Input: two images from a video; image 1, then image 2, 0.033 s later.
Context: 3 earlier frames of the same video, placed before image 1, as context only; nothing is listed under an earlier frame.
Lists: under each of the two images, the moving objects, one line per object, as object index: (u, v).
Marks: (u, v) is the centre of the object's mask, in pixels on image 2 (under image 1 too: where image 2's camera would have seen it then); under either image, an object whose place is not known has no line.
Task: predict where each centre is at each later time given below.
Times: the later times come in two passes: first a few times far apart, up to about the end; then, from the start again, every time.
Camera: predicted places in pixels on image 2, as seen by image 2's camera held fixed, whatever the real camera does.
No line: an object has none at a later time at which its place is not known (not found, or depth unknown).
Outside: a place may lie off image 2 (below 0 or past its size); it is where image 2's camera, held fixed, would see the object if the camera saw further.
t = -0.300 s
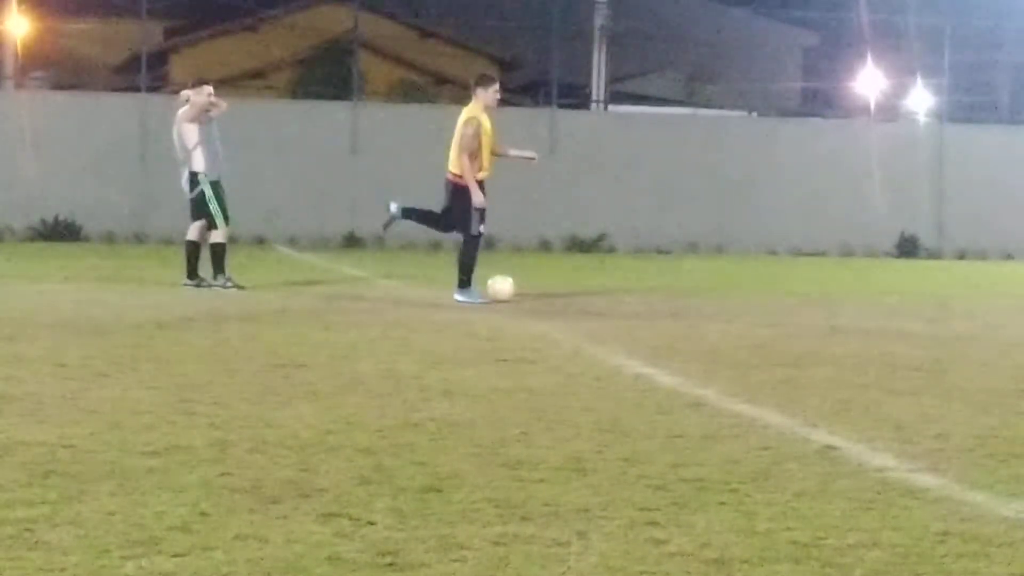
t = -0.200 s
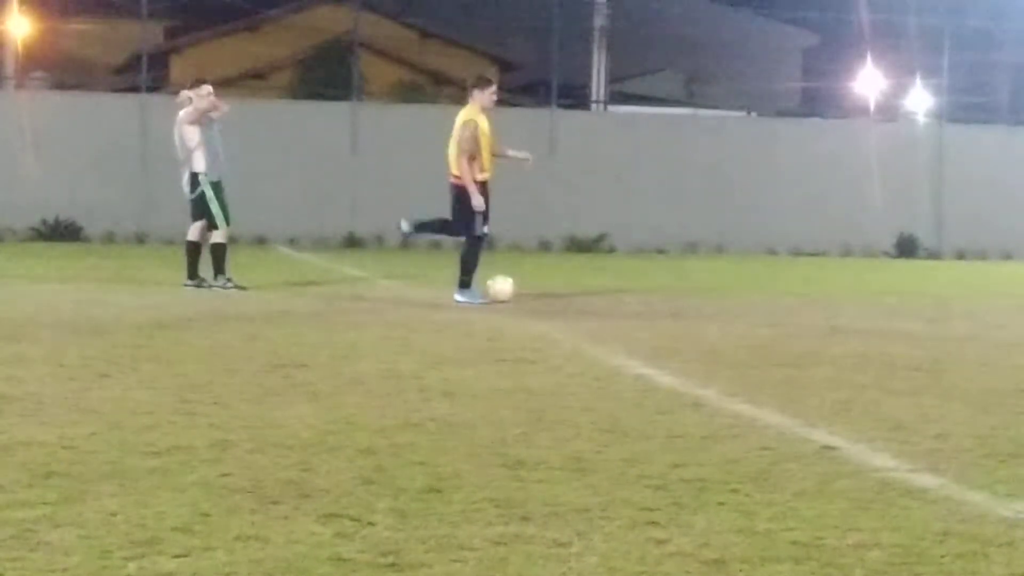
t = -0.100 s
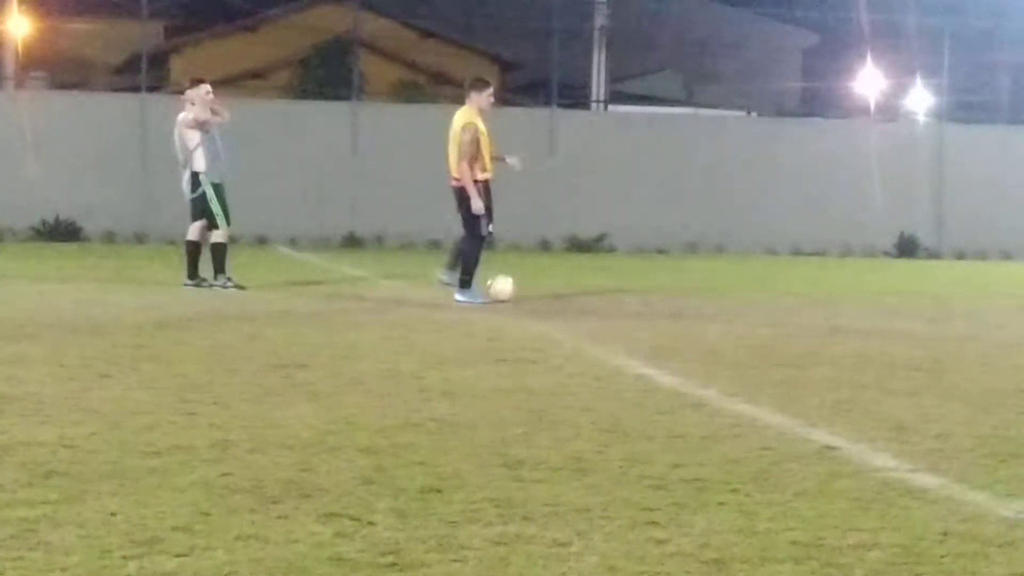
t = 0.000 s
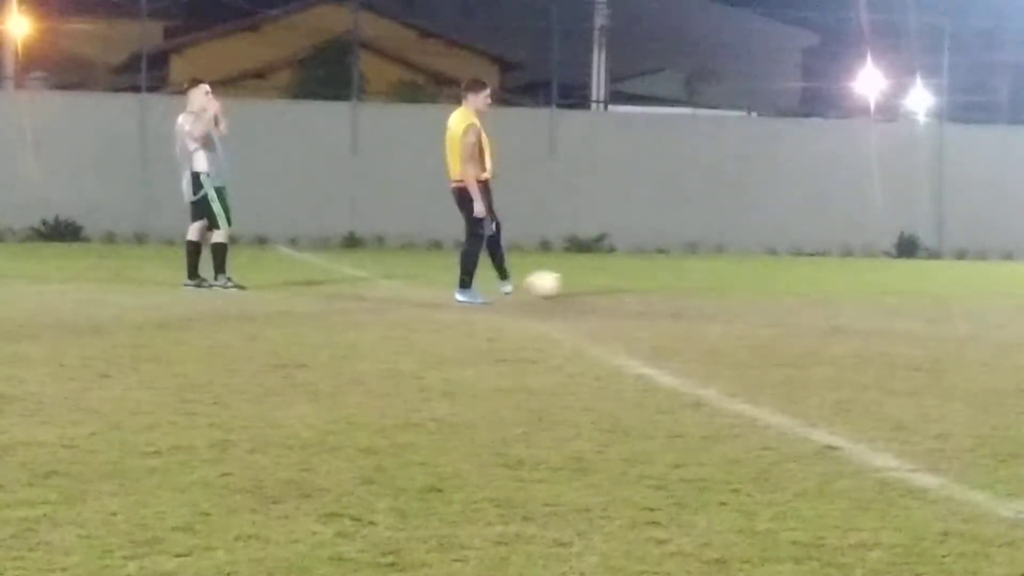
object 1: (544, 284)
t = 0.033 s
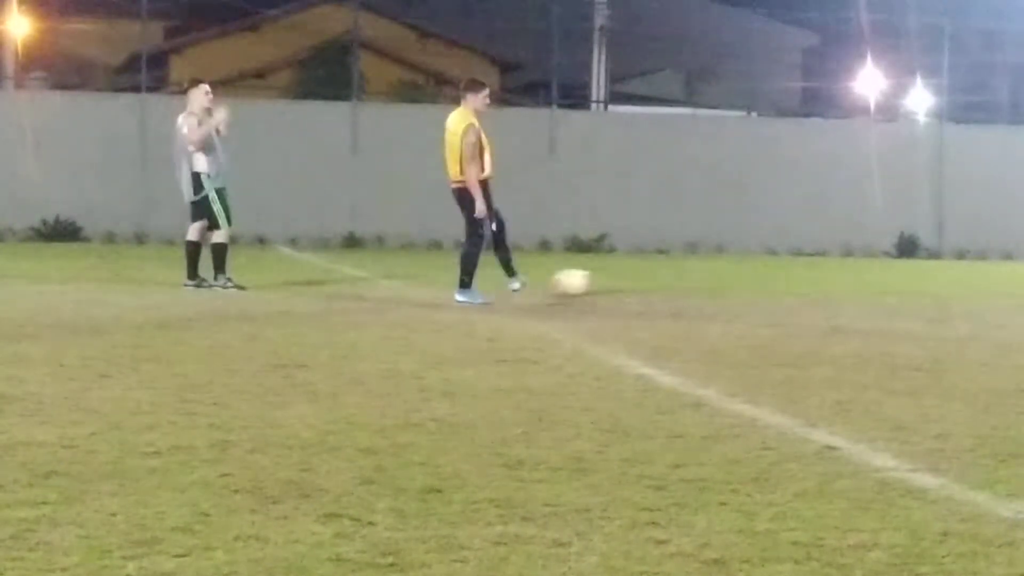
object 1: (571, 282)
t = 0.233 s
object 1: (733, 289)
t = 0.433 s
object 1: (857, 295)
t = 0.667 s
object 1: (979, 299)
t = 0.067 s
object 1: (599, 281)
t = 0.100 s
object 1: (628, 281)
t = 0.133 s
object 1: (657, 283)
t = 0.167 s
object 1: (684, 287)
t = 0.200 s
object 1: (710, 291)
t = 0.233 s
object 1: (733, 289)
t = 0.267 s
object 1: (754, 289)
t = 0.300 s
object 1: (776, 289)
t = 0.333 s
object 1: (797, 291)
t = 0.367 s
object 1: (819, 294)
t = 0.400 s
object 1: (839, 298)
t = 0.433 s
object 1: (857, 295)
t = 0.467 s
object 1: (876, 292)
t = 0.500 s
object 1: (893, 292)
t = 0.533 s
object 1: (910, 292)
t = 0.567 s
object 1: (928, 293)
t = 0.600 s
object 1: (945, 296)
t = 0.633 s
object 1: (963, 301)
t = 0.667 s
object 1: (979, 299)
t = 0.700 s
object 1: (996, 295)
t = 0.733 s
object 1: (1009, 294)
